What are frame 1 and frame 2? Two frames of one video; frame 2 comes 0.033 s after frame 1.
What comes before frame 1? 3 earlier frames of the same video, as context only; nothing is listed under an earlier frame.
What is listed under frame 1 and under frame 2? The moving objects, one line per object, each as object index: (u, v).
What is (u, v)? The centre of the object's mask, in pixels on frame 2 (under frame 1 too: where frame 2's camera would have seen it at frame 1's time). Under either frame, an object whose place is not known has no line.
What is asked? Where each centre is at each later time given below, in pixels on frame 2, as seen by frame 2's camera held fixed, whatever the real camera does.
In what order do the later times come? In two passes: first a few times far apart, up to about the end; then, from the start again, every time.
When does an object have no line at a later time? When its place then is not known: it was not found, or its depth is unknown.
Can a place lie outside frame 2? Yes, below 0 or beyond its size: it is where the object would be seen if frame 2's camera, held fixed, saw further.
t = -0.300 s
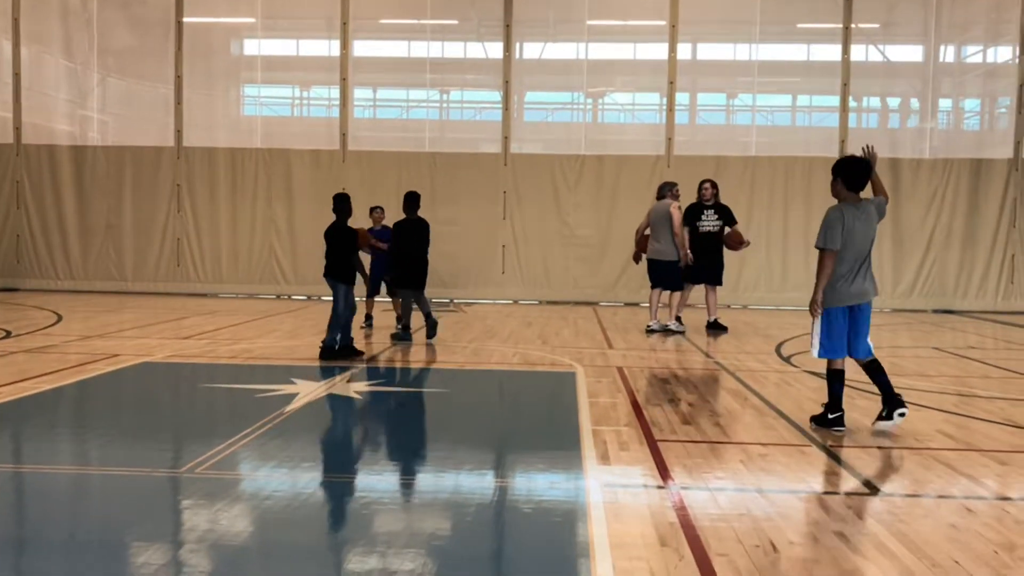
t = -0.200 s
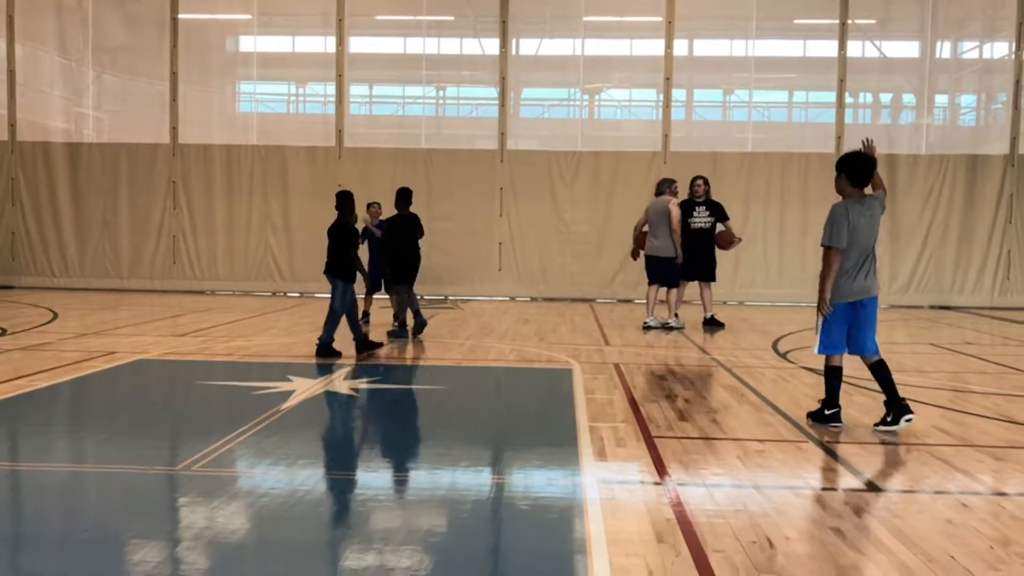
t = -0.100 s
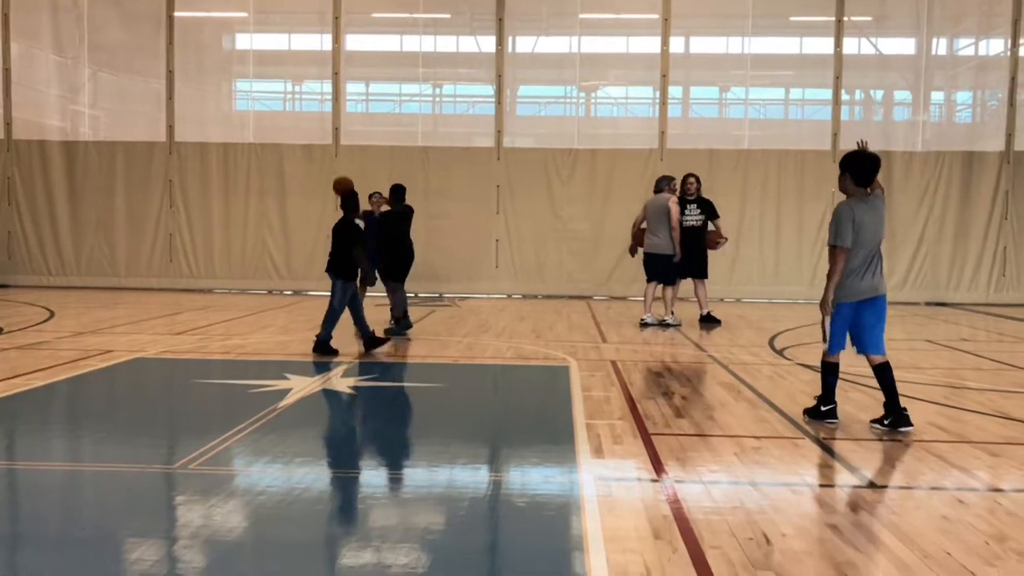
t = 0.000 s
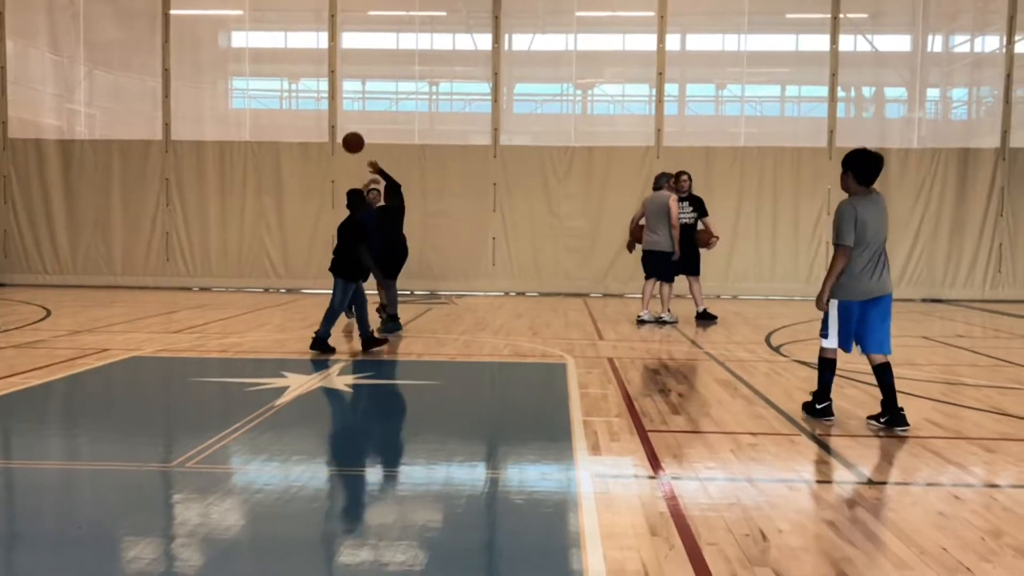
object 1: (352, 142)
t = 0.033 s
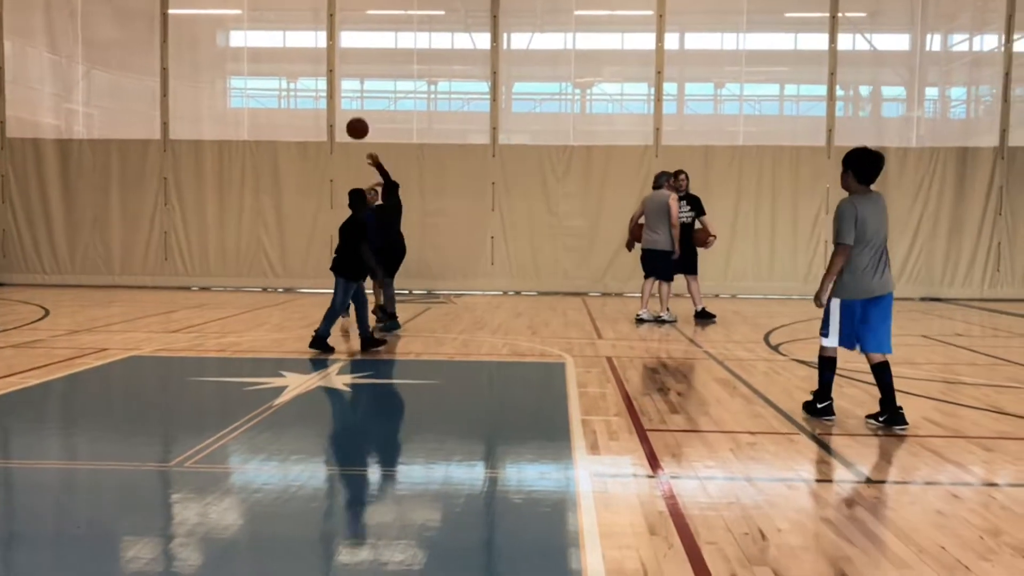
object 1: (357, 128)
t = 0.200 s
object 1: (386, 72)
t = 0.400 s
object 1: (427, 33)
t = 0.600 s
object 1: (477, 36)
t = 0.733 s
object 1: (516, 66)
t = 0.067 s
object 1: (363, 116)
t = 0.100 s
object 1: (368, 104)
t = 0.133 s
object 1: (374, 93)
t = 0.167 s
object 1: (380, 82)
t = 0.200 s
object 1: (386, 72)
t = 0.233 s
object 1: (392, 63)
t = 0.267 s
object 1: (399, 56)
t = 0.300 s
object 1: (405, 49)
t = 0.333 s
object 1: (412, 42)
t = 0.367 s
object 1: (420, 37)
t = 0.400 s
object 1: (427, 33)
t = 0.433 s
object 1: (435, 30)
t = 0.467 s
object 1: (442, 29)
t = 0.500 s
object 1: (450, 28)
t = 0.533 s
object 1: (459, 29)
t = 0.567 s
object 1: (468, 31)
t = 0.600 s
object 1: (477, 36)
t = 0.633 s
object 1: (486, 41)
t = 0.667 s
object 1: (495, 48)
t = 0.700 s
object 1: (506, 56)
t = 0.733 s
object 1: (516, 66)
